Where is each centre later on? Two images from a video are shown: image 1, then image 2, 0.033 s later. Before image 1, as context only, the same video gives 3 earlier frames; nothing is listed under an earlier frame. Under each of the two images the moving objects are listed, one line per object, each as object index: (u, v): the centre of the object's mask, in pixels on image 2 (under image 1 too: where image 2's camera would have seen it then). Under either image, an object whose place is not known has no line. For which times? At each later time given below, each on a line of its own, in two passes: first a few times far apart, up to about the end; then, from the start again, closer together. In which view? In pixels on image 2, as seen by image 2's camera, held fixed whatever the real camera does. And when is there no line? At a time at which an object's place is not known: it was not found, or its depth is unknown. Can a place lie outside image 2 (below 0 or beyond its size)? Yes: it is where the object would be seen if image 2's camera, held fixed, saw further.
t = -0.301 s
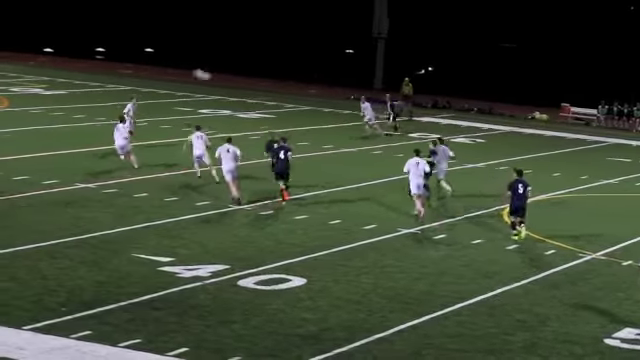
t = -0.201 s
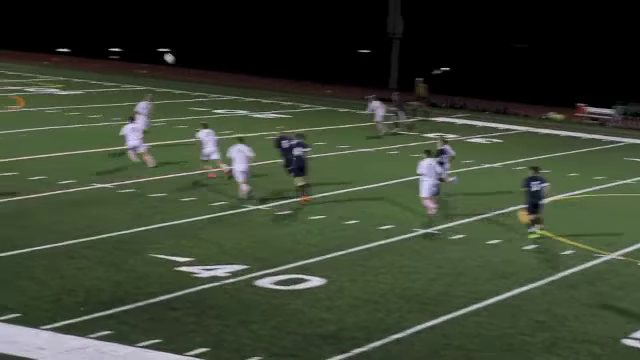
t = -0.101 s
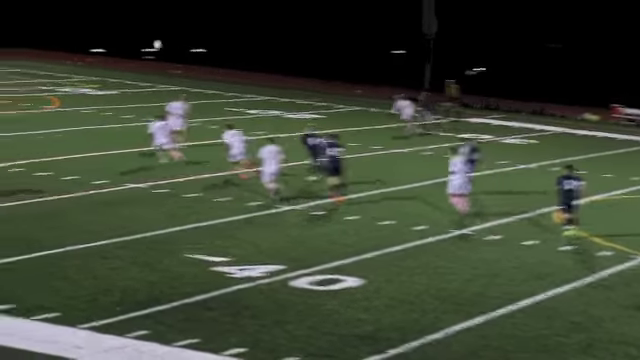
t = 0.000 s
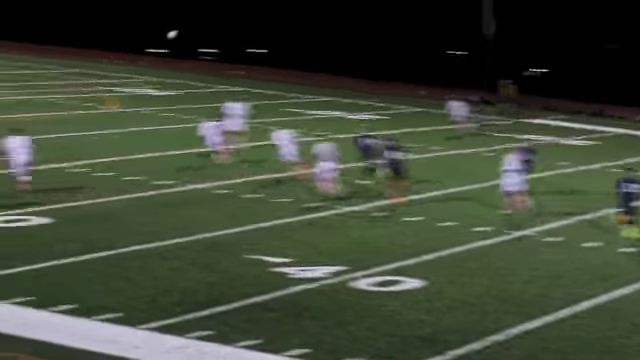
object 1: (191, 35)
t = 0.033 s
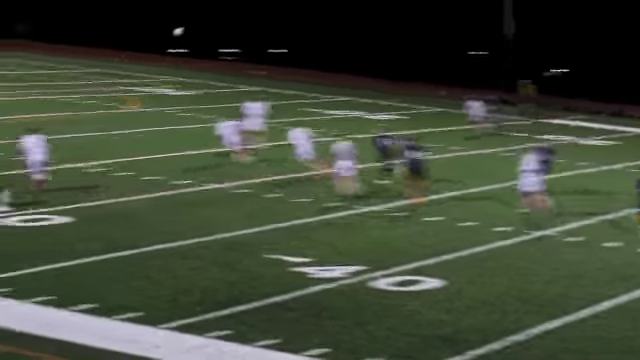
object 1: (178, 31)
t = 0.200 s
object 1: (120, 21)
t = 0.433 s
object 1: (31, 20)
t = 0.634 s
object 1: (-51, 30)
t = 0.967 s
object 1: (-182, 63)
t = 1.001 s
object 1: (-196, 68)
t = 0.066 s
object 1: (168, 28)
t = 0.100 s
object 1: (156, 26)
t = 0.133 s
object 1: (144, 25)
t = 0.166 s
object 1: (132, 23)
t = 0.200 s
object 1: (120, 21)
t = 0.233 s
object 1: (109, 20)
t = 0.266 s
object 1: (97, 19)
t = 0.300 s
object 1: (85, 19)
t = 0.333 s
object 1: (72, 19)
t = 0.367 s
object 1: (54, 20)
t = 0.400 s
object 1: (45, 20)
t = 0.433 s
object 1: (31, 20)
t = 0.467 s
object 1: (15, 21)
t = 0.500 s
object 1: (-2, 23)
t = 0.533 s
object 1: (-16, 24)
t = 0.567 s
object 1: (-28, 26)
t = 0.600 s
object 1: (-39, 28)
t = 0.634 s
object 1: (-51, 30)
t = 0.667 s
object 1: (-65, 32)
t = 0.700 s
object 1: (-80, 35)
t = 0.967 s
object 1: (-182, 63)
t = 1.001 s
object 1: (-196, 68)
